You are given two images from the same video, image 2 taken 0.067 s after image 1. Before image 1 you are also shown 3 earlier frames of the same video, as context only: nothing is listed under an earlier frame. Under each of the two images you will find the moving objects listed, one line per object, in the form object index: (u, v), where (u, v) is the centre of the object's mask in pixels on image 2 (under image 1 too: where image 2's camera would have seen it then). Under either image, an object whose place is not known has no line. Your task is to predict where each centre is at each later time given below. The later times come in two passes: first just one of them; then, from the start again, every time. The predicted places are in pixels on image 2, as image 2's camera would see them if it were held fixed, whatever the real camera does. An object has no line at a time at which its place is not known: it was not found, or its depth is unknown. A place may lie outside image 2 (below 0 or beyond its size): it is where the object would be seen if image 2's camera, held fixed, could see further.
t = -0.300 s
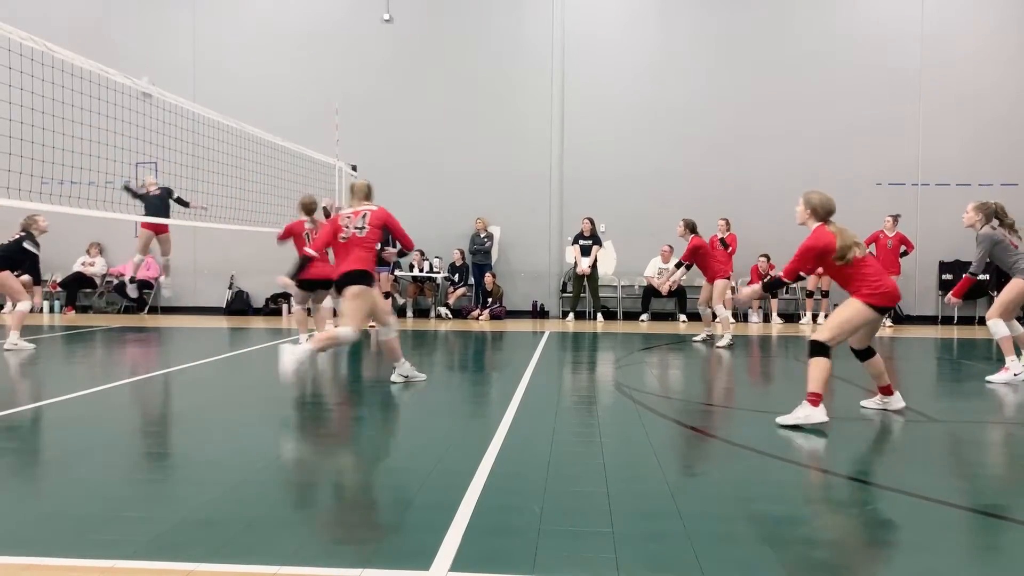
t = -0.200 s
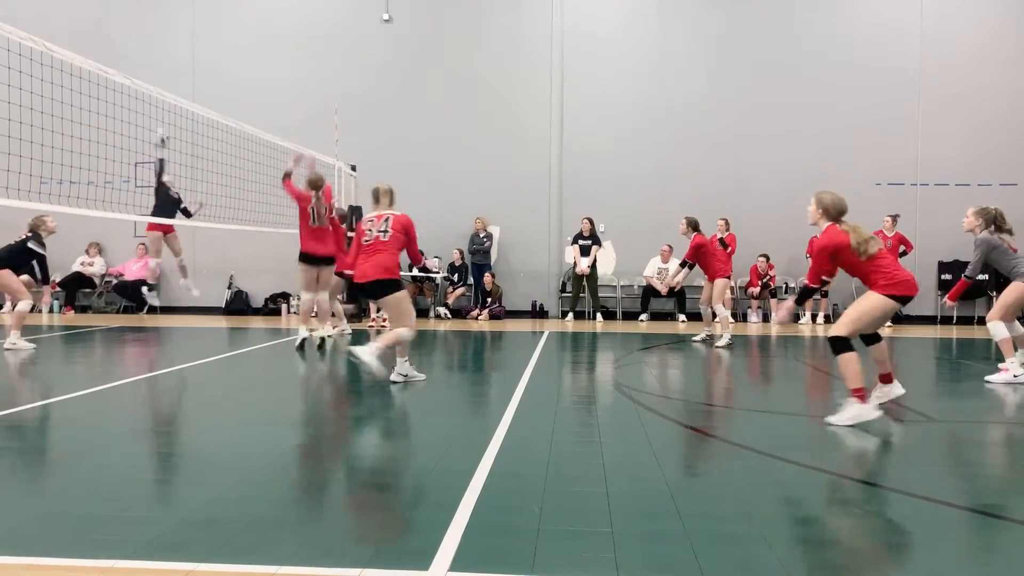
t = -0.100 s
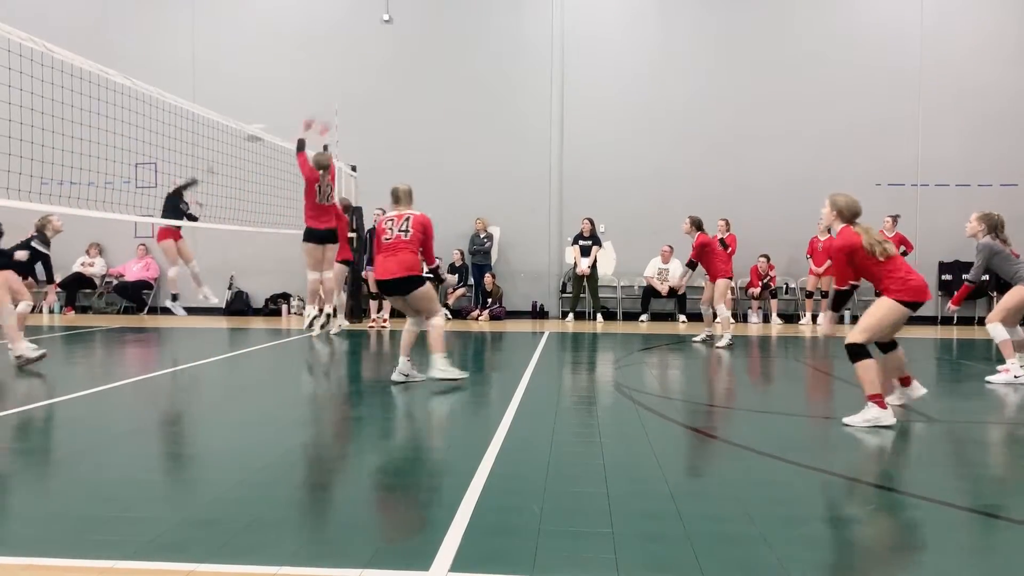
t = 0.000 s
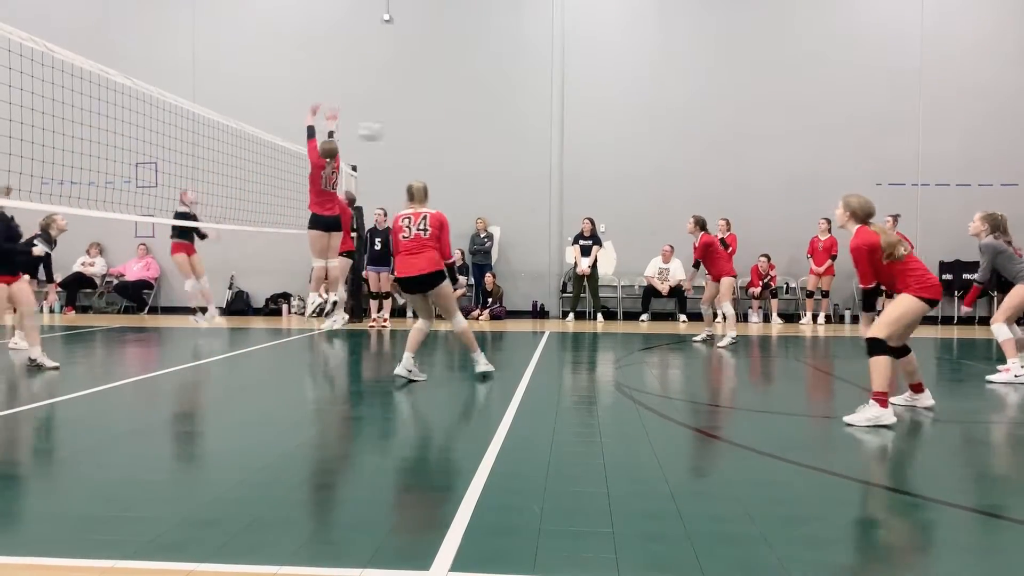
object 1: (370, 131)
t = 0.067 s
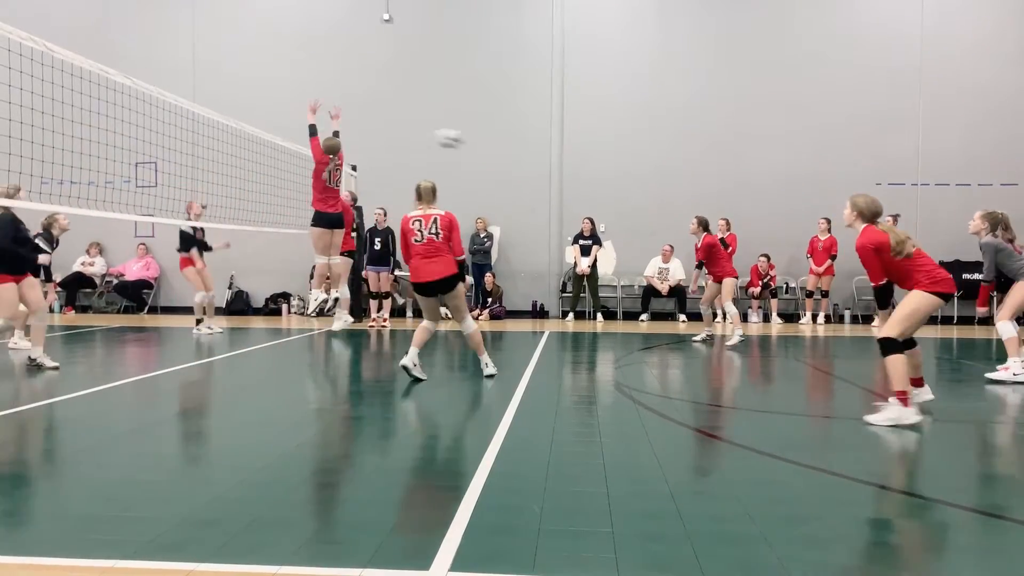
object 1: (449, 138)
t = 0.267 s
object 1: (731, 191)
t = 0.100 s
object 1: (491, 143)
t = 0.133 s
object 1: (535, 149)
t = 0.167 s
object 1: (580, 158)
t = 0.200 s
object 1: (630, 167)
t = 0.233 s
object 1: (680, 178)
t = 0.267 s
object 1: (731, 191)
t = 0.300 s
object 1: (784, 207)
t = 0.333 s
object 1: (843, 223)
